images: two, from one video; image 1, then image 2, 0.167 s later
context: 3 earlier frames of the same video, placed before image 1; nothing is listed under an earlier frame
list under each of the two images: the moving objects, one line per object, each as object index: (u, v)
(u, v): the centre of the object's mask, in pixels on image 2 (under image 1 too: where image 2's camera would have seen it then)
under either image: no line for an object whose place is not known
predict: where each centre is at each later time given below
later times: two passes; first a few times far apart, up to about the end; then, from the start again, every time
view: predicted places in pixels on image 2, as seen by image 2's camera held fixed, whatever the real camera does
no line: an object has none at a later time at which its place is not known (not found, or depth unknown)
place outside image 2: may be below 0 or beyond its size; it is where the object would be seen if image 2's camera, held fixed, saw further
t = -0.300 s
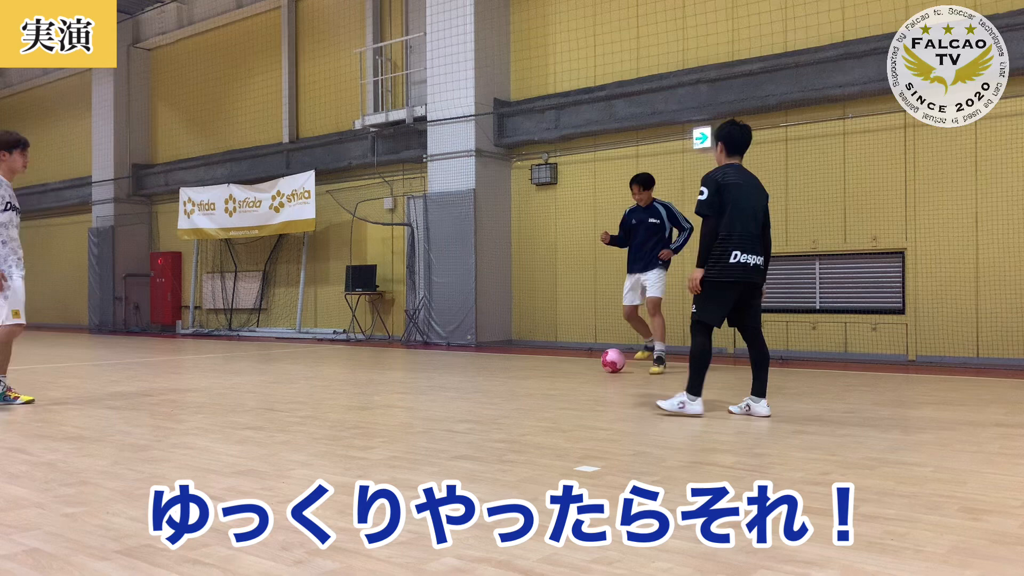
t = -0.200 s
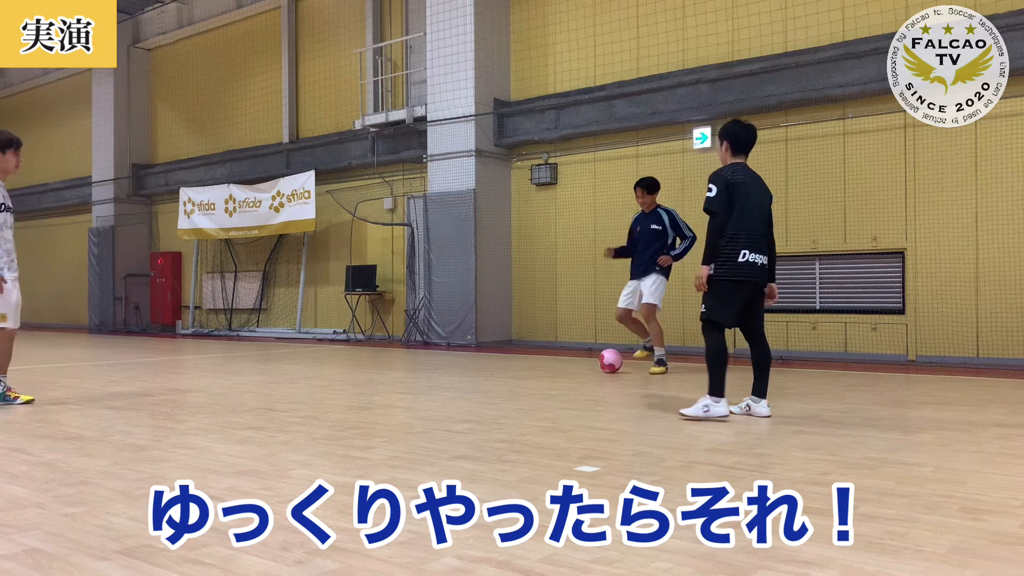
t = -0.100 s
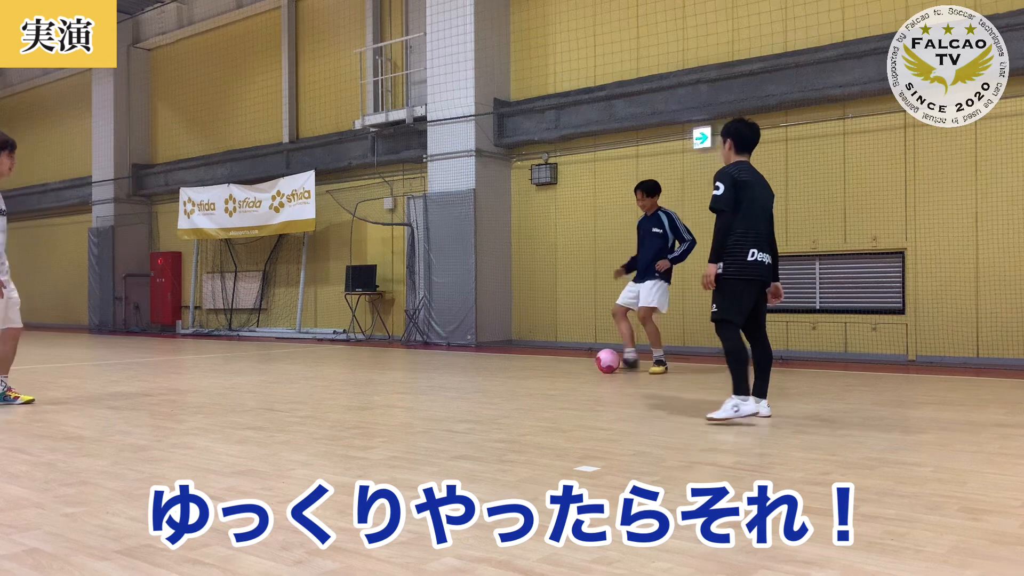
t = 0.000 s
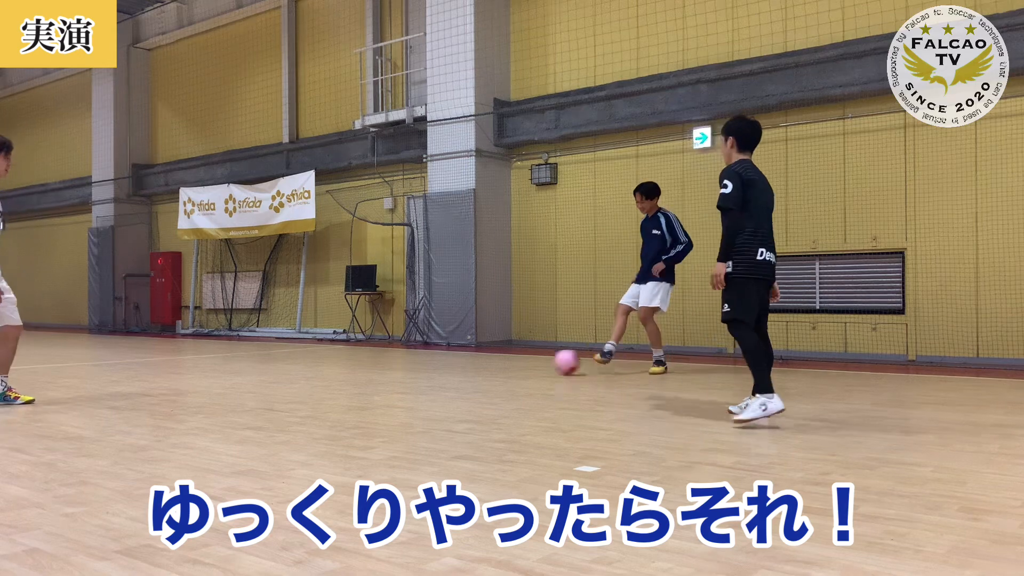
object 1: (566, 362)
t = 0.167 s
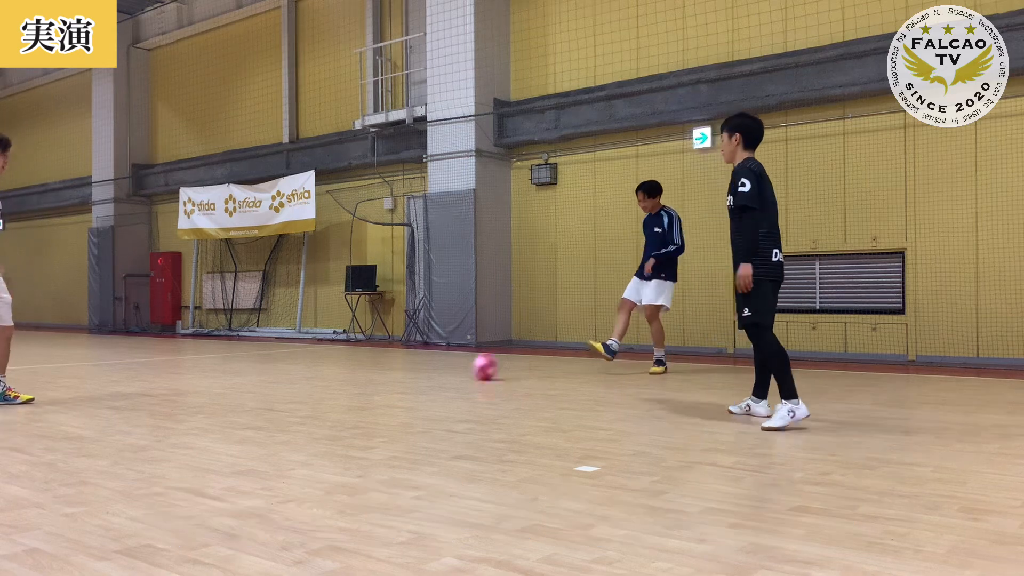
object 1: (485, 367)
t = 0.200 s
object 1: (471, 368)
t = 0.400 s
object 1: (381, 372)
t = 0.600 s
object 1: (283, 378)
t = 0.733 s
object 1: (212, 382)
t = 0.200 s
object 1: (471, 368)
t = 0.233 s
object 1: (456, 368)
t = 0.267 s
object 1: (442, 370)
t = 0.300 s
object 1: (427, 370)
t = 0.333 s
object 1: (412, 370)
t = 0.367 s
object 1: (396, 371)
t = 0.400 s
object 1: (381, 372)
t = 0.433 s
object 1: (366, 373)
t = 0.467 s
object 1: (350, 375)
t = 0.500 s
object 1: (333, 375)
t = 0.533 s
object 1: (317, 377)
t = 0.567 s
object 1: (300, 378)
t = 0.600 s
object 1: (283, 378)
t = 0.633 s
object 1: (265, 380)
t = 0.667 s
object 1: (247, 381)
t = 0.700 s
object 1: (230, 382)
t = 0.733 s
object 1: (212, 382)
